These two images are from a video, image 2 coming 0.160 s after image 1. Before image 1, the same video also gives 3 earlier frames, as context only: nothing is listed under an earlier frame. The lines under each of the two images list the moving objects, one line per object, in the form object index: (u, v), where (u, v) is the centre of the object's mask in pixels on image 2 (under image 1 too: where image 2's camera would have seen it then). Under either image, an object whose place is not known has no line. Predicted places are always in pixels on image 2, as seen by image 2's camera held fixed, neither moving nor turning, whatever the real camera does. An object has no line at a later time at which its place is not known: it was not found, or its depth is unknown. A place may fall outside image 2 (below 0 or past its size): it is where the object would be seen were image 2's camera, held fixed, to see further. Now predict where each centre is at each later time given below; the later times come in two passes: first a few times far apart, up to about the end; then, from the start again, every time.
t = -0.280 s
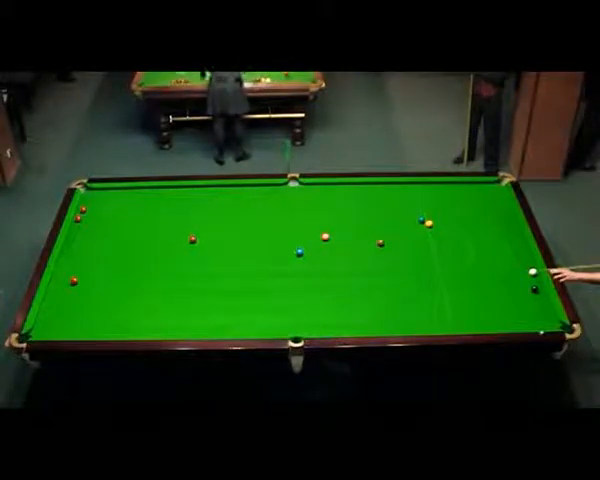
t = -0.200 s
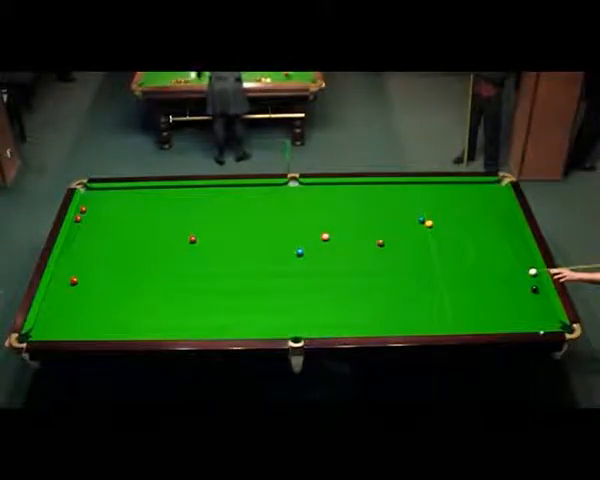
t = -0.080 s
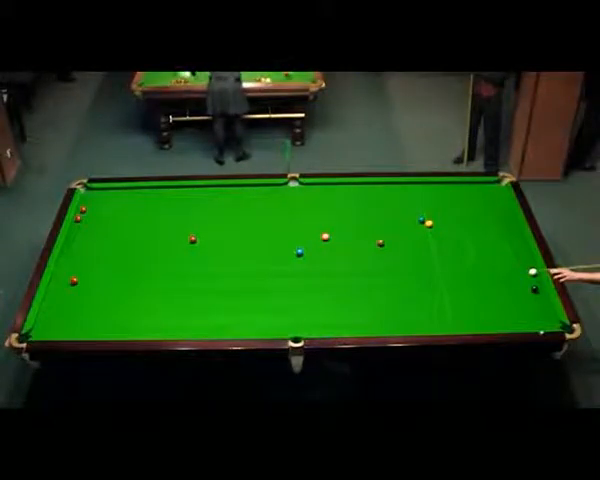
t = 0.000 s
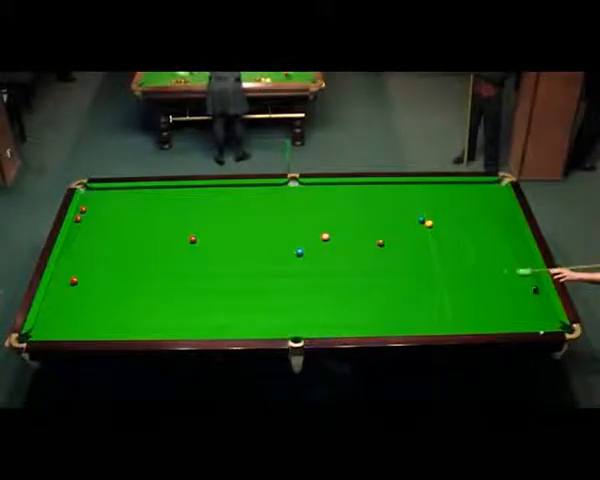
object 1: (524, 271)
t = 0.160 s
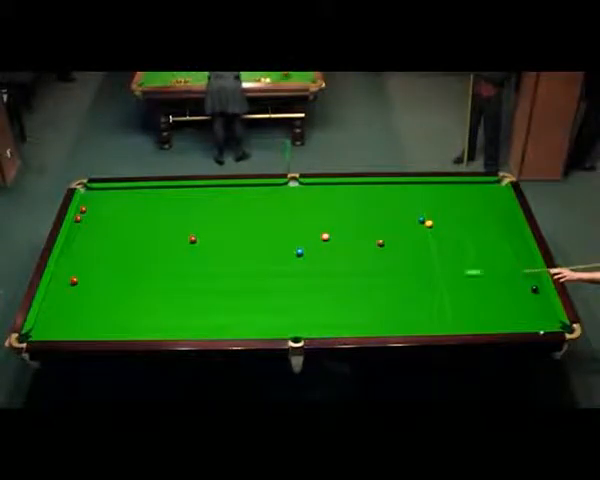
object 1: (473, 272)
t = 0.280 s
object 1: (433, 273)
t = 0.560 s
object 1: (339, 273)
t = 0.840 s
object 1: (247, 274)
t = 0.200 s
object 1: (459, 272)
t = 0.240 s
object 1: (446, 273)
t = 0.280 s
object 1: (433, 273)
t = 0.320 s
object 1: (420, 273)
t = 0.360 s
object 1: (407, 273)
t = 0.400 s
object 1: (393, 273)
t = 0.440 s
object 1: (379, 273)
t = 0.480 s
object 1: (365, 273)
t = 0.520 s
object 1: (352, 273)
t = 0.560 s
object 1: (339, 273)
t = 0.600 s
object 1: (326, 273)
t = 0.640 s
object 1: (313, 274)
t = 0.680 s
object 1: (299, 274)
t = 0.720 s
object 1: (286, 274)
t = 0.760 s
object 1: (273, 274)
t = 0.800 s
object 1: (259, 274)
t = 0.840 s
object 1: (247, 274)
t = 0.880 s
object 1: (233, 275)
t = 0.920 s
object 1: (220, 275)
